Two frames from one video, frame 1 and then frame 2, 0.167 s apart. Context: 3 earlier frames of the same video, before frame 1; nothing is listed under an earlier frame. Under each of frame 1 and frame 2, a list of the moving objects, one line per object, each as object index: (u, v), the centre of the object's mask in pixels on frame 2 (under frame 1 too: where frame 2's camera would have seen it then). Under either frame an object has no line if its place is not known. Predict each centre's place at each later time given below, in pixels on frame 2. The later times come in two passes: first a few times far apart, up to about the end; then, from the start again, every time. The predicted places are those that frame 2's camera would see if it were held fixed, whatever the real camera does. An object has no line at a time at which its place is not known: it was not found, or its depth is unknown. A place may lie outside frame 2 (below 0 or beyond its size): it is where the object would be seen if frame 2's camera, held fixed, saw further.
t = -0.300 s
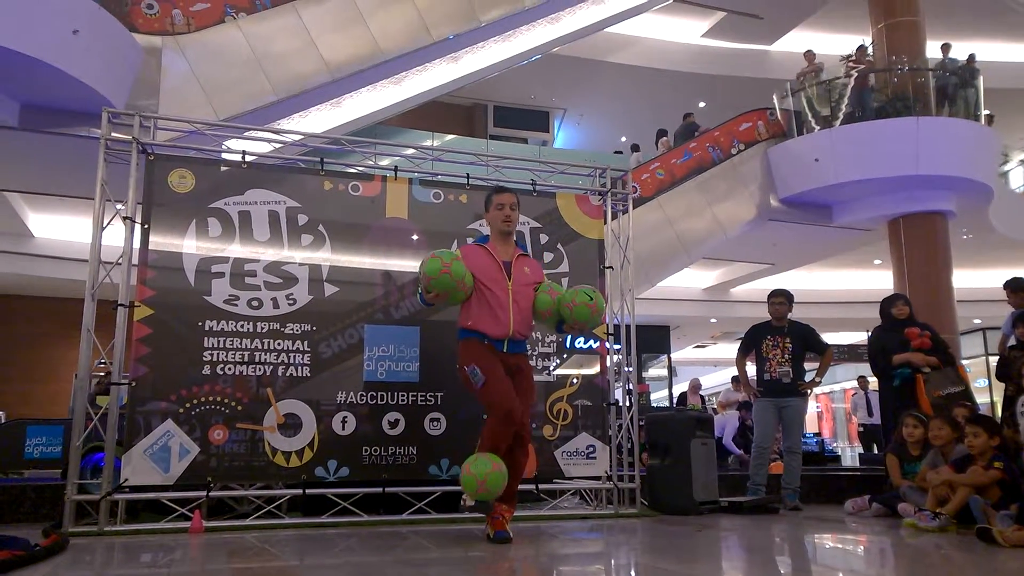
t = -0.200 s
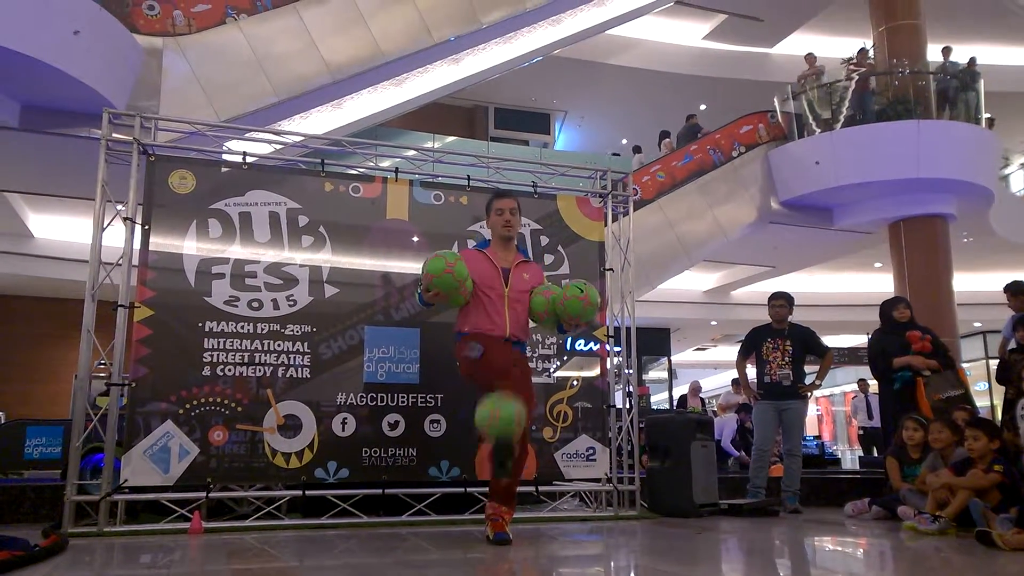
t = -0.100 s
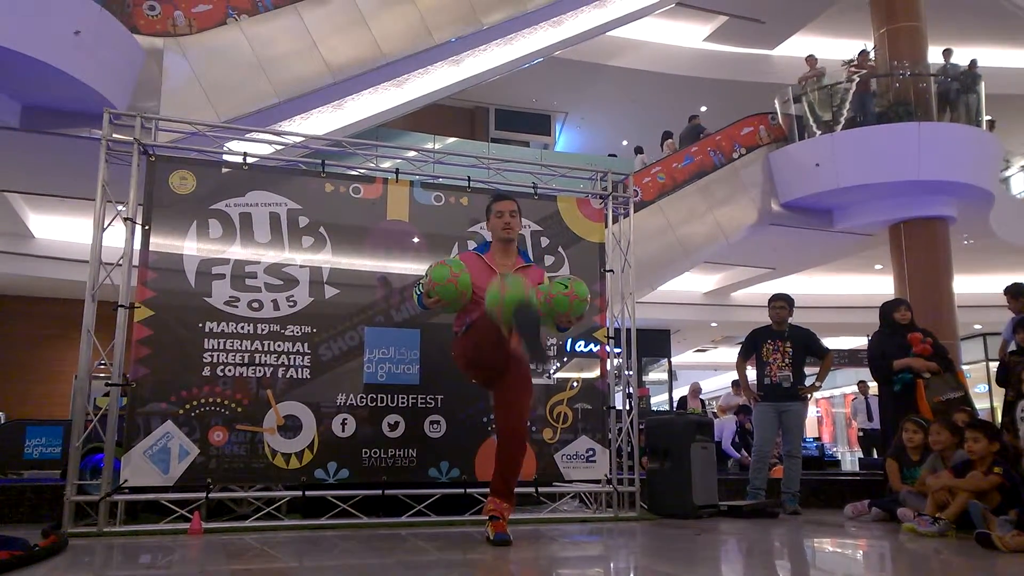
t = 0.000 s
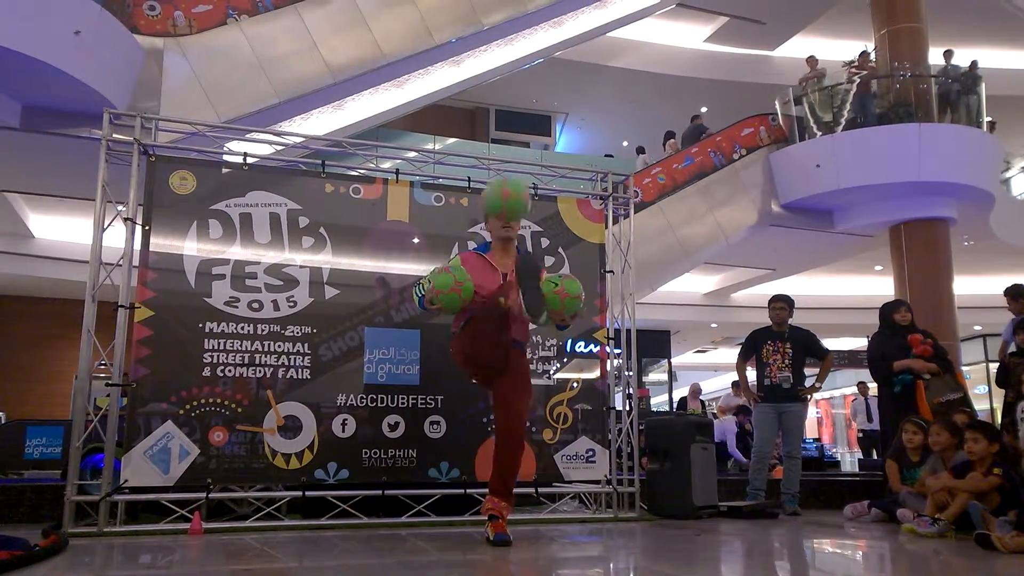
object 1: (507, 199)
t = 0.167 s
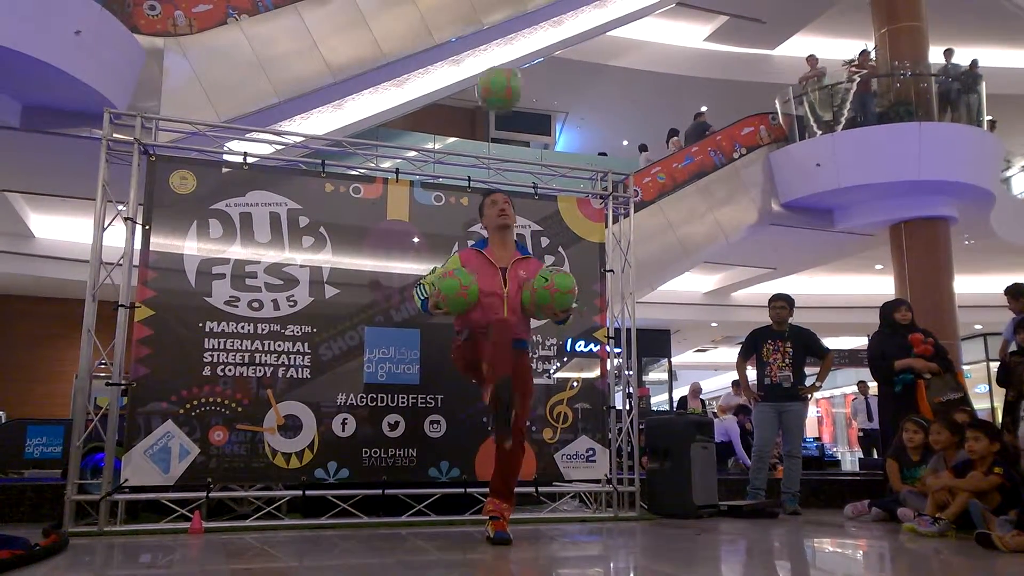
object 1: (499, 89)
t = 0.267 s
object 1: (496, 50)
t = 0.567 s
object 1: (486, 53)
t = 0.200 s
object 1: (498, 74)
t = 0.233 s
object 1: (497, 61)
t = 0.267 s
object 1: (496, 50)
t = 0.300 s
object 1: (495, 42)
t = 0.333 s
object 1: (494, 36)
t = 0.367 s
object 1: (492, 32)
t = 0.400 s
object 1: (491, 30)
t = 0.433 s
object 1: (490, 31)
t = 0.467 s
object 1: (489, 33)
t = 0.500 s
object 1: (488, 37)
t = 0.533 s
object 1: (488, 44)
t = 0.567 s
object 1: (486, 53)
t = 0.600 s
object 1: (484, 64)
